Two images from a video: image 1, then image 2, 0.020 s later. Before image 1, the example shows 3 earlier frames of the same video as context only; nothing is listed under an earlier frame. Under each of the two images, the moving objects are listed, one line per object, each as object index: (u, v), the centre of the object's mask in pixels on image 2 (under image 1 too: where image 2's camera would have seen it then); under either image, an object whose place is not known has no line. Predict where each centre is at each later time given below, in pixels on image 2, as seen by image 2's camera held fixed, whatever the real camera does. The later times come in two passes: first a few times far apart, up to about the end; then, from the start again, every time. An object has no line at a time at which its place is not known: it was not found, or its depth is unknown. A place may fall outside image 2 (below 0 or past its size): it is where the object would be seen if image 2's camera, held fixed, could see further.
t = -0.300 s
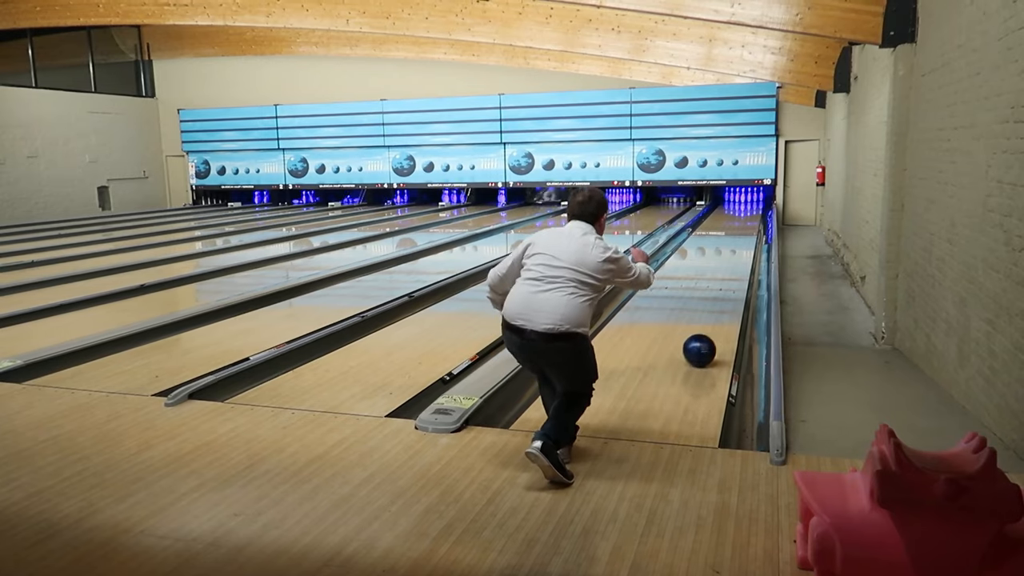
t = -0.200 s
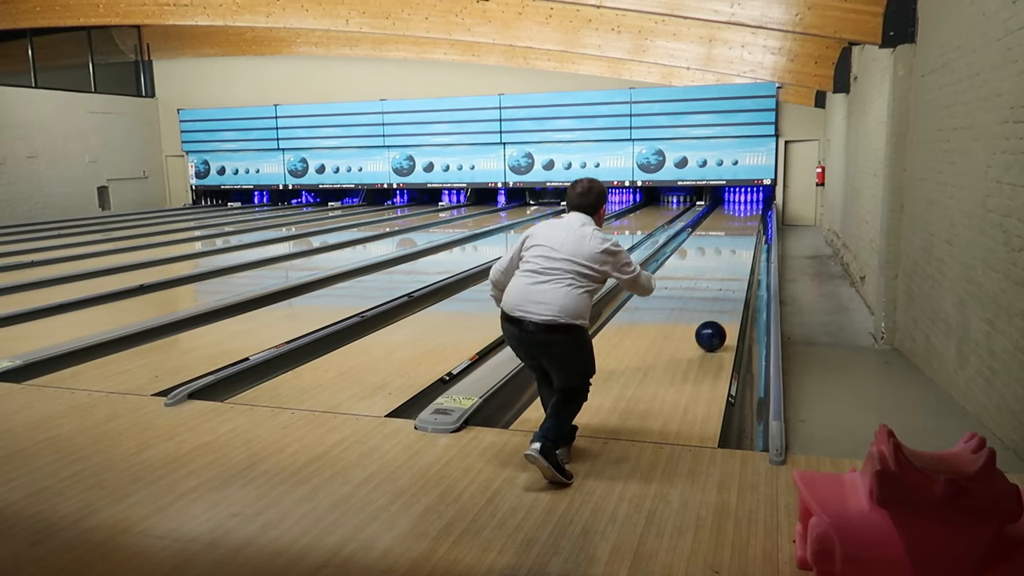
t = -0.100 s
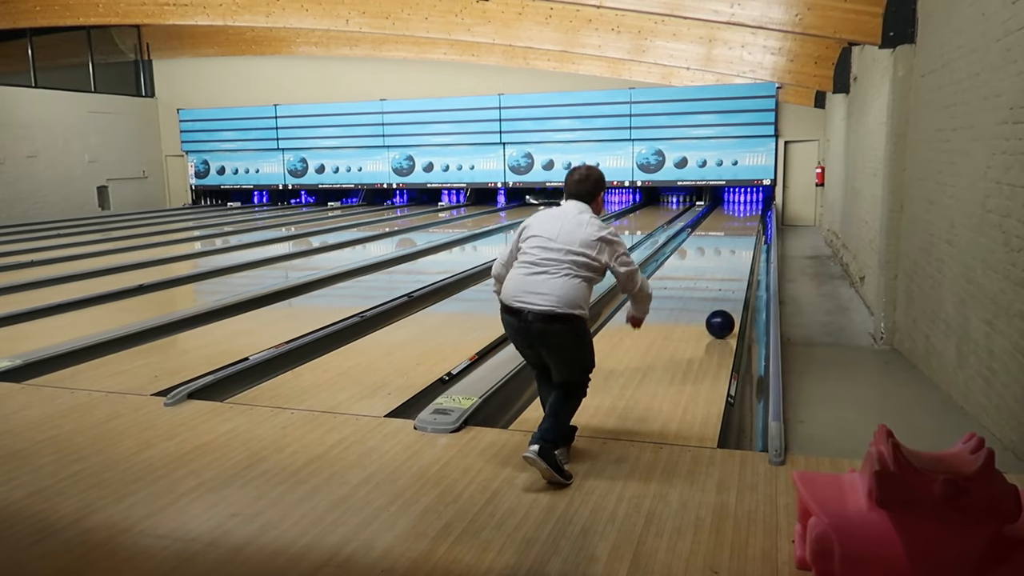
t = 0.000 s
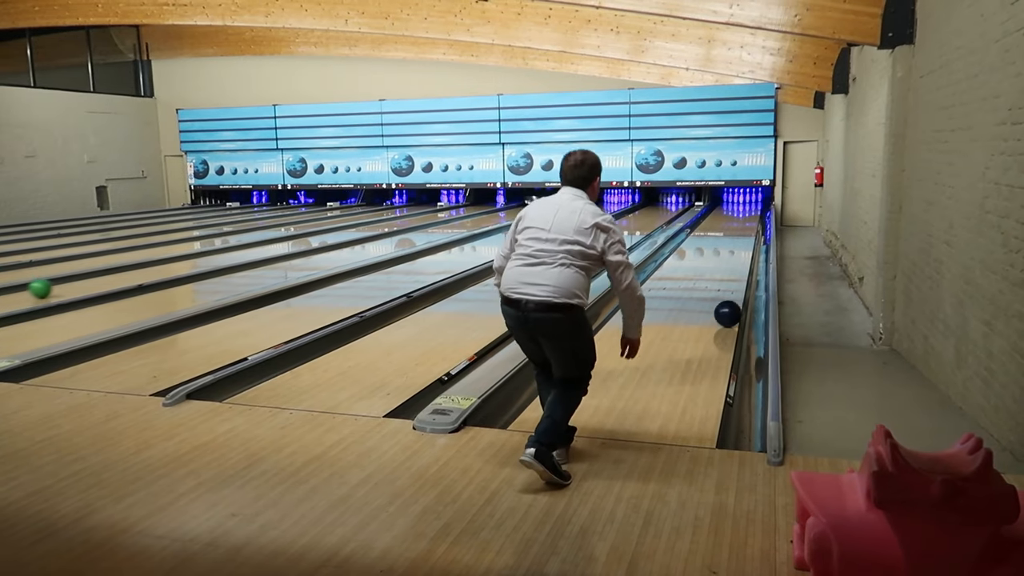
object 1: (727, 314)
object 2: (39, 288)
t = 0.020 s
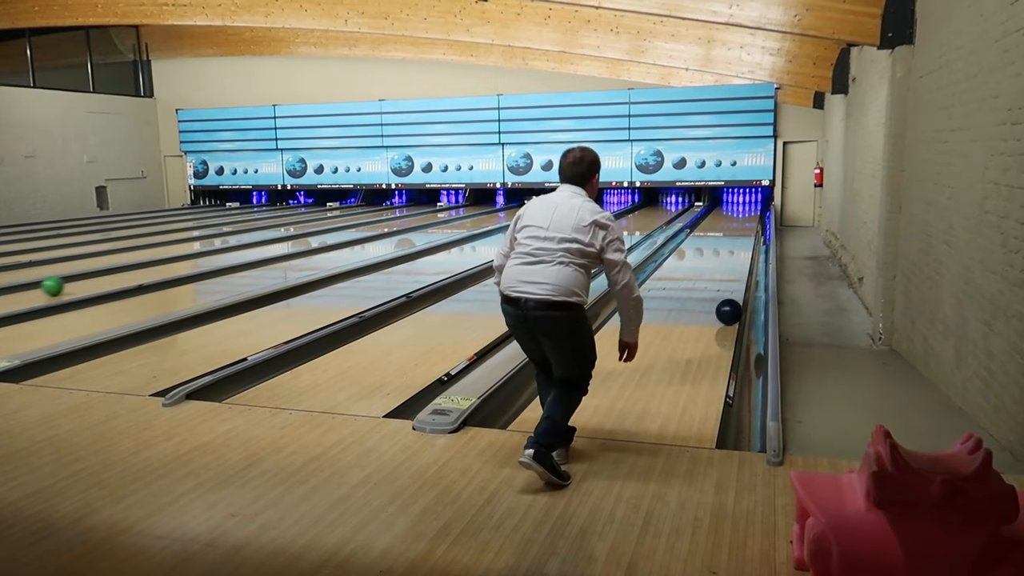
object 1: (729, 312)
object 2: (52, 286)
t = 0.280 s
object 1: (747, 291)
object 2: (185, 261)
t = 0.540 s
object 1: (754, 278)
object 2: (275, 244)
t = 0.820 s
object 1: (757, 266)
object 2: (345, 231)
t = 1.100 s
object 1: (758, 256)
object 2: (397, 221)
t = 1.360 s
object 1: (760, 250)
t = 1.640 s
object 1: (761, 245)
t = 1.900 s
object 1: (761, 240)
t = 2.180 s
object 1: (762, 236)
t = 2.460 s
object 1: (763, 232)
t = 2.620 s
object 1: (762, 229)
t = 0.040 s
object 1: (730, 310)
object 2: (64, 284)
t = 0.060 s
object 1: (731, 308)
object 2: (77, 281)
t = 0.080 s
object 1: (733, 306)
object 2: (88, 279)
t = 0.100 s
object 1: (734, 304)
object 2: (99, 277)
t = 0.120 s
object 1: (736, 302)
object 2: (110, 275)
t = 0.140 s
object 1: (738, 301)
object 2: (120, 273)
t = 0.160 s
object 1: (739, 299)
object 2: (130, 271)
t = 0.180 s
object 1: (740, 298)
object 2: (140, 270)
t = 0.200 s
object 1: (741, 296)
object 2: (149, 268)
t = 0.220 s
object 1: (743, 294)
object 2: (158, 266)
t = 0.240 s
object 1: (744, 293)
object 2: (167, 264)
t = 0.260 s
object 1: (745, 292)
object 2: (176, 263)
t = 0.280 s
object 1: (747, 291)
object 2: (185, 261)
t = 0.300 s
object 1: (748, 290)
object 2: (193, 260)
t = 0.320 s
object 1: (750, 289)
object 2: (201, 258)
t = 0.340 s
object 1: (751, 289)
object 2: (208, 257)
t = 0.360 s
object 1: (753, 289)
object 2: (216, 255)
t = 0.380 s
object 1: (755, 289)
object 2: (223, 254)
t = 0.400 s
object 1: (757, 287)
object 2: (230, 253)
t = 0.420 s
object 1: (758, 285)
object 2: (237, 251)
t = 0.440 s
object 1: (757, 283)
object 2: (244, 250)
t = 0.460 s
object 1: (756, 281)
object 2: (250, 249)
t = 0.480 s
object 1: (755, 280)
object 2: (257, 248)
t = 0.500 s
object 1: (755, 280)
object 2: (263, 247)
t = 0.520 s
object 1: (754, 279)
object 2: (269, 246)
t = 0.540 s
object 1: (754, 278)
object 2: (275, 244)
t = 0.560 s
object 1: (755, 277)
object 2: (280, 243)
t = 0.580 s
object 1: (756, 277)
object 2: (286, 242)
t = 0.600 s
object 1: (757, 276)
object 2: (292, 241)
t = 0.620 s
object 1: (758, 275)
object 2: (297, 240)
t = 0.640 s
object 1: (758, 274)
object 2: (303, 239)
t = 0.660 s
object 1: (758, 273)
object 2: (308, 238)
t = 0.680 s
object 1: (758, 272)
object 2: (313, 237)
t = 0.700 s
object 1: (758, 271)
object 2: (318, 236)
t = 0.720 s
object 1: (758, 270)
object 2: (322, 235)
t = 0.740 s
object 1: (757, 269)
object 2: (327, 234)
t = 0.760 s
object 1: (757, 268)
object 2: (332, 234)
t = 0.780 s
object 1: (756, 268)
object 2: (336, 233)
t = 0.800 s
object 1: (757, 267)
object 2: (341, 232)
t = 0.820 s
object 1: (757, 266)
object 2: (345, 231)
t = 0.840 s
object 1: (757, 265)
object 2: (349, 230)
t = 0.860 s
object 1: (758, 265)
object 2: (353, 229)
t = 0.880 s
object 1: (759, 264)
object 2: (357, 229)
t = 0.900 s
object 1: (759, 263)
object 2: (361, 228)
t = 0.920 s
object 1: (760, 262)
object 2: (365, 227)
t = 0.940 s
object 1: (760, 262)
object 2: (369, 227)
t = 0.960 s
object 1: (760, 261)
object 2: (372, 226)
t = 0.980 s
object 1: (760, 261)
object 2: (377, 225)
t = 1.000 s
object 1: (759, 260)
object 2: (380, 225)
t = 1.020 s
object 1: (759, 259)
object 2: (383, 224)
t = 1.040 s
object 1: (758, 259)
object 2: (387, 223)
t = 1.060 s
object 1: (758, 258)
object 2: (390, 223)
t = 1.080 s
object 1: (758, 257)
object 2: (394, 222)
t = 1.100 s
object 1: (758, 256)
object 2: (397, 221)
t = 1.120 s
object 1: (758, 256)
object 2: (400, 221)
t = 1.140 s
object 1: (759, 255)
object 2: (403, 220)
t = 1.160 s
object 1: (759, 255)
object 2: (406, 219)
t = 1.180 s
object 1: (760, 255)
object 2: (409, 219)
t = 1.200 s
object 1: (760, 254)
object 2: (412, 219)
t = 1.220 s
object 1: (760, 254)
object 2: (415, 218)
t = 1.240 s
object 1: (760, 254)
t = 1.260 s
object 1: (761, 253)
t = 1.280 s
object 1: (761, 252)
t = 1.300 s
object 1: (760, 252)
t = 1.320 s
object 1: (760, 251)
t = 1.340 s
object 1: (760, 251)
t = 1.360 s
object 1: (760, 250)
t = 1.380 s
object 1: (760, 250)
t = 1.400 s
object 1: (760, 249)
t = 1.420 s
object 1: (760, 248)
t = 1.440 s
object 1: (759, 248)
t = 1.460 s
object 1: (760, 248)
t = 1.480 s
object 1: (760, 248)
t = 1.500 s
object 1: (760, 248)
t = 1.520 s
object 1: (760, 247)
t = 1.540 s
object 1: (760, 246)
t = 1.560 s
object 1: (760, 246)
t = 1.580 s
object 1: (761, 245)
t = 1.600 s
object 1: (761, 245)
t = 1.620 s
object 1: (761, 245)
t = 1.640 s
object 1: (761, 245)
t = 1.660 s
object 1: (761, 244)
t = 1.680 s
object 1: (761, 244)
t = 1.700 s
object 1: (761, 243)
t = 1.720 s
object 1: (761, 243)
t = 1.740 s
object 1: (761, 243)
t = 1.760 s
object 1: (761, 243)
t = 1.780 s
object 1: (761, 242)
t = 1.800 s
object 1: (761, 241)
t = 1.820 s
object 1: (761, 241)
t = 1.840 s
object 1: (761, 241)
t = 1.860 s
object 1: (761, 240)
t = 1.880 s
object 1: (761, 240)
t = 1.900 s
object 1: (761, 240)
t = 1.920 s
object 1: (762, 240)
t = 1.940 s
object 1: (762, 239)
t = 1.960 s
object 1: (762, 239)
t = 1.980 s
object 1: (762, 239)
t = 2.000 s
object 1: (762, 239)
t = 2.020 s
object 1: (762, 239)
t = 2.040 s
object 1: (762, 238)
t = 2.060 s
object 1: (762, 238)
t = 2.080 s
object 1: (762, 238)
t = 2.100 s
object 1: (762, 237)
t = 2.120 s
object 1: (762, 237)
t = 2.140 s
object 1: (762, 237)
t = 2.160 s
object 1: (762, 236)
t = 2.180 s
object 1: (762, 236)
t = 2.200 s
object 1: (762, 236)
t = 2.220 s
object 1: (762, 235)
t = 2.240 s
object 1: (762, 235)
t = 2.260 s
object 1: (762, 235)
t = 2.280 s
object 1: (763, 235)
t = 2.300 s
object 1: (763, 234)
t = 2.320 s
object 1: (763, 234)
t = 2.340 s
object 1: (763, 234)
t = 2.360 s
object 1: (763, 234)
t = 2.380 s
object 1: (763, 233)
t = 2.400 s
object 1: (763, 233)
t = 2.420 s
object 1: (763, 232)
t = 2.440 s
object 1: (763, 232)
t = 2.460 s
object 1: (763, 232)
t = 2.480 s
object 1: (763, 231)
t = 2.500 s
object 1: (763, 231)
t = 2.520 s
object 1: (763, 230)
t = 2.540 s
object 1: (763, 230)
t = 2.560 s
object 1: (763, 230)
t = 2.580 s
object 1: (763, 230)
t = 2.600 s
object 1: (763, 230)
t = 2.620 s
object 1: (762, 229)
